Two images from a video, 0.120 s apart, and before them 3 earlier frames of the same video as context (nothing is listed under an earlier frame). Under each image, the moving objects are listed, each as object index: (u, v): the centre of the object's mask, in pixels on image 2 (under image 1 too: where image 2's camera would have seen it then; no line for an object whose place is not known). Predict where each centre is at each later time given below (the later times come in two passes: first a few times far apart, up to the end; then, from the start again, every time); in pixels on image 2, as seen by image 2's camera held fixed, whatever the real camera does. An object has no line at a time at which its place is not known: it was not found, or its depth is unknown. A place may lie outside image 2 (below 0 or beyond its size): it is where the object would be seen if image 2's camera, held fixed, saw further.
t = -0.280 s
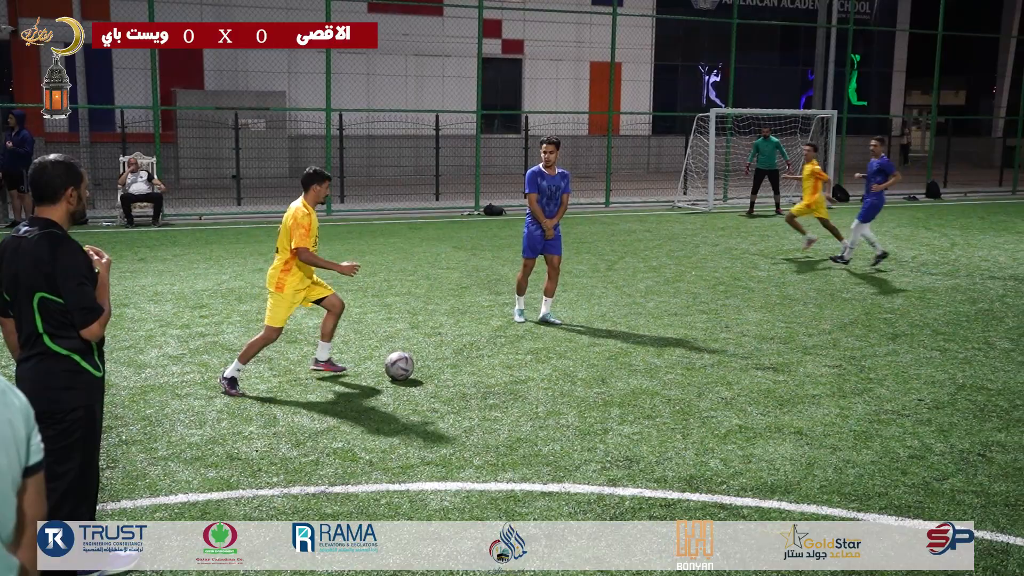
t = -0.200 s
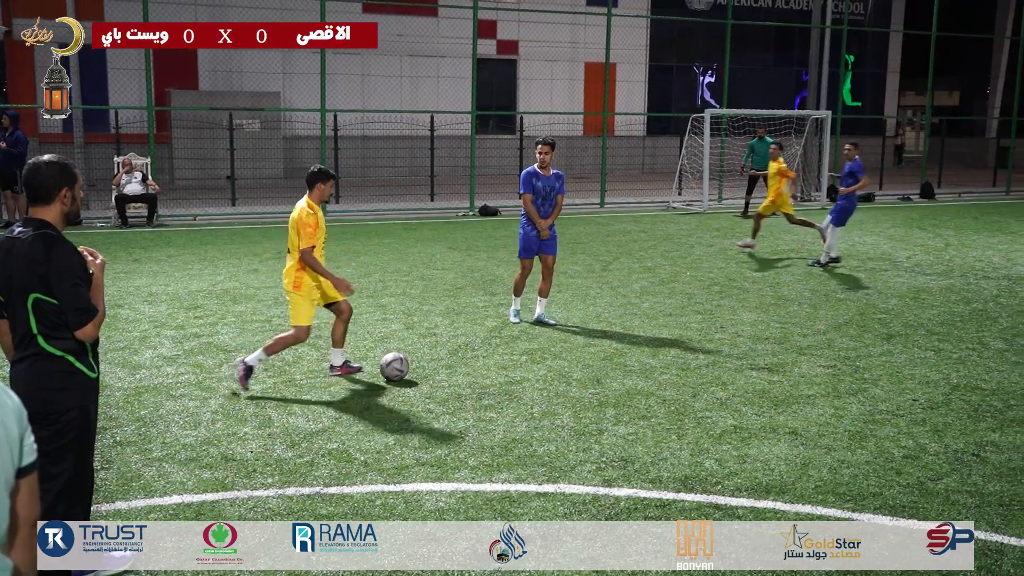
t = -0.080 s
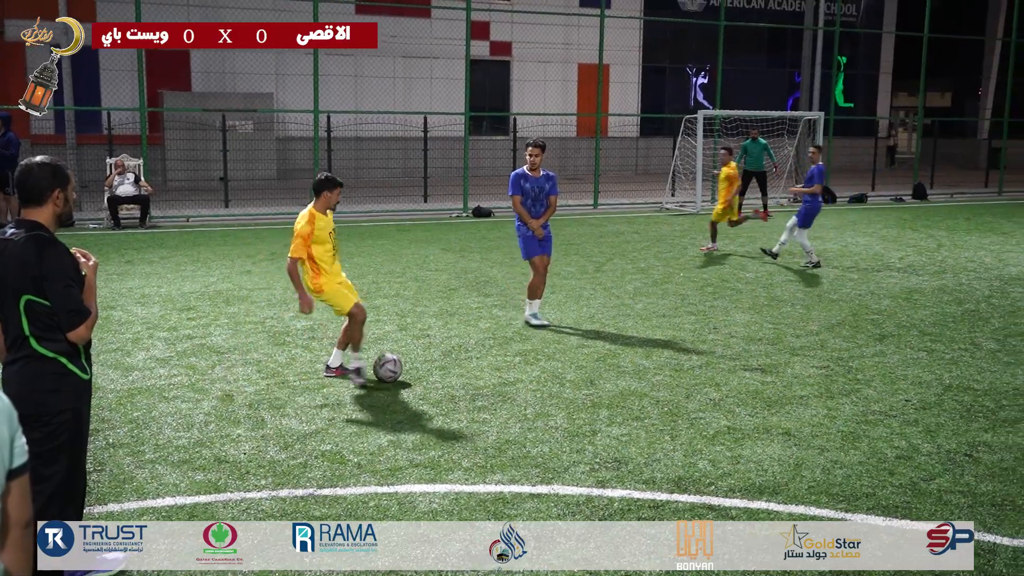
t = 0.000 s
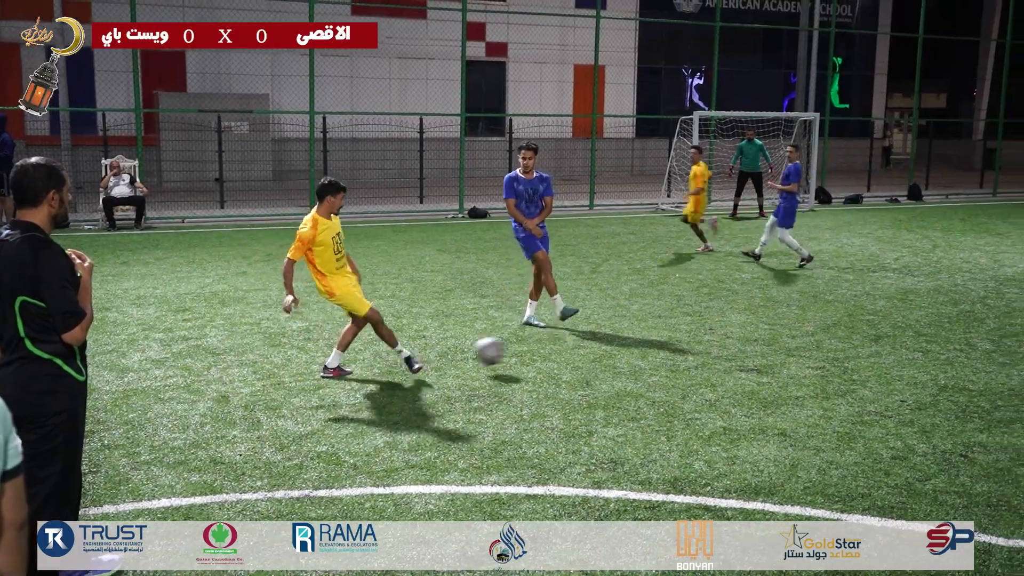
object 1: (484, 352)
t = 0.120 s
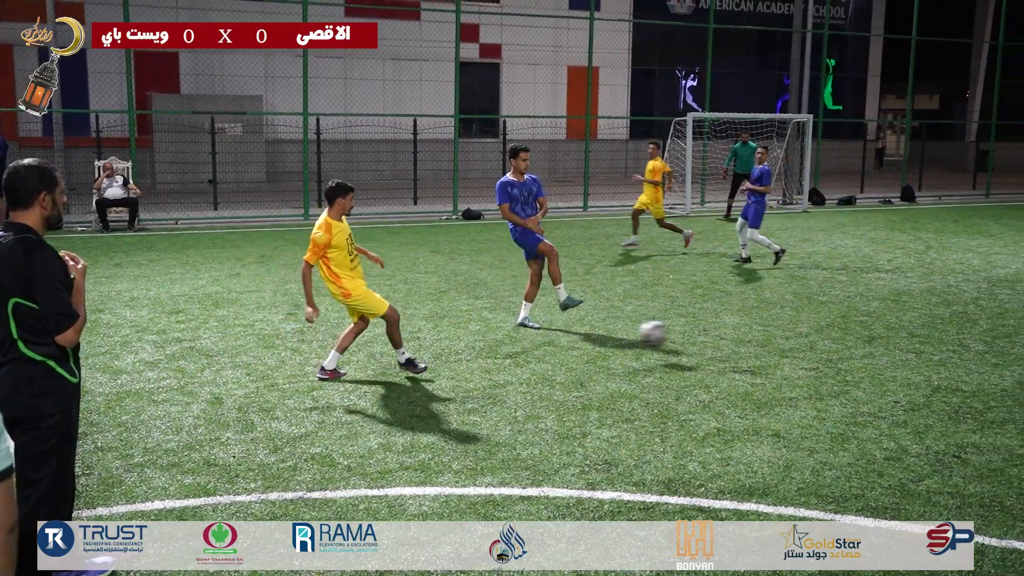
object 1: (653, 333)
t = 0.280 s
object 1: (844, 336)
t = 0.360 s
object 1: (915, 322)
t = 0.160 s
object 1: (704, 331)
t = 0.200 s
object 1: (752, 331)
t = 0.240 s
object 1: (799, 332)
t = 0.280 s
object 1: (844, 336)
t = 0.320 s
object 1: (881, 328)
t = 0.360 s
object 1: (915, 322)
